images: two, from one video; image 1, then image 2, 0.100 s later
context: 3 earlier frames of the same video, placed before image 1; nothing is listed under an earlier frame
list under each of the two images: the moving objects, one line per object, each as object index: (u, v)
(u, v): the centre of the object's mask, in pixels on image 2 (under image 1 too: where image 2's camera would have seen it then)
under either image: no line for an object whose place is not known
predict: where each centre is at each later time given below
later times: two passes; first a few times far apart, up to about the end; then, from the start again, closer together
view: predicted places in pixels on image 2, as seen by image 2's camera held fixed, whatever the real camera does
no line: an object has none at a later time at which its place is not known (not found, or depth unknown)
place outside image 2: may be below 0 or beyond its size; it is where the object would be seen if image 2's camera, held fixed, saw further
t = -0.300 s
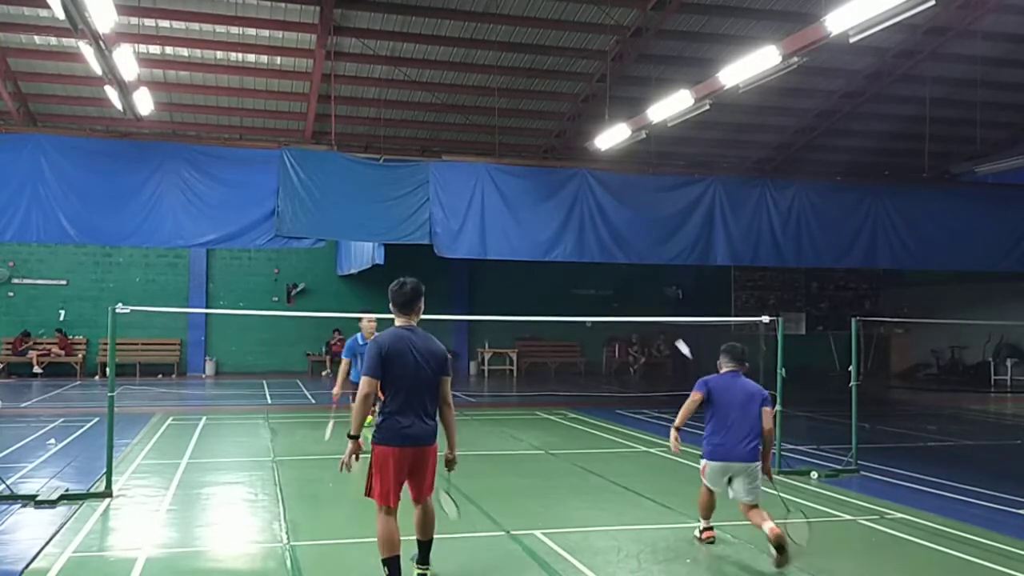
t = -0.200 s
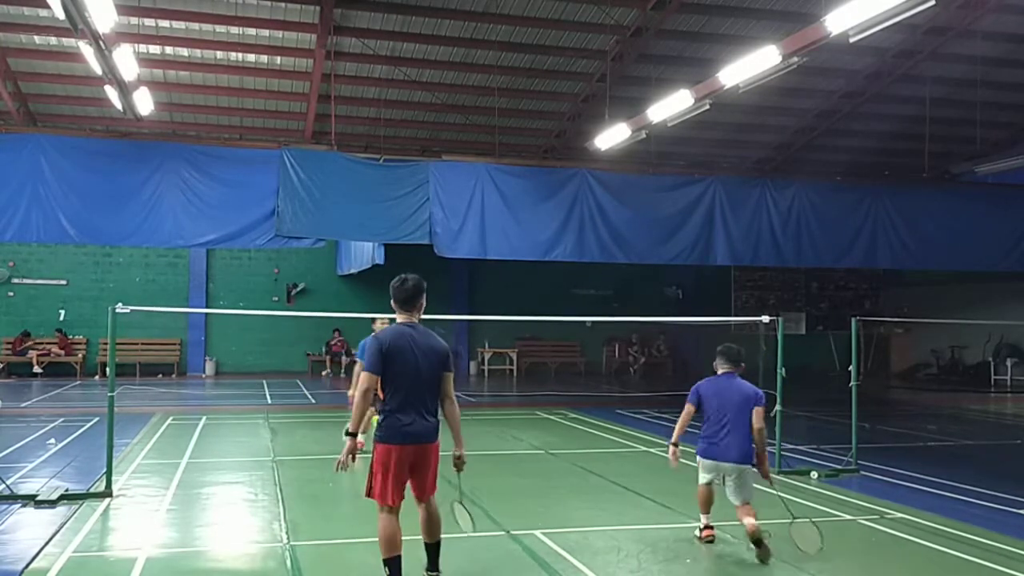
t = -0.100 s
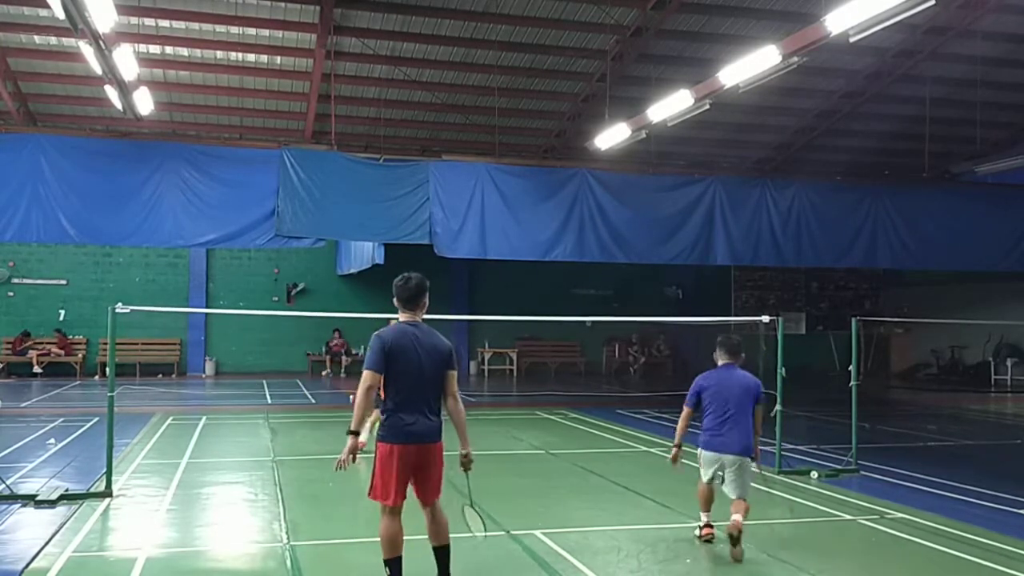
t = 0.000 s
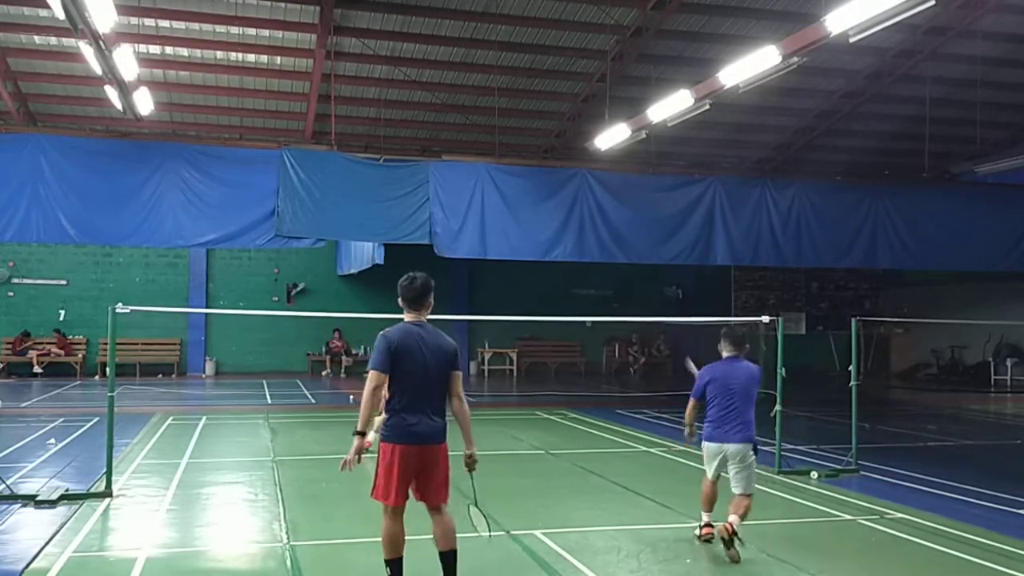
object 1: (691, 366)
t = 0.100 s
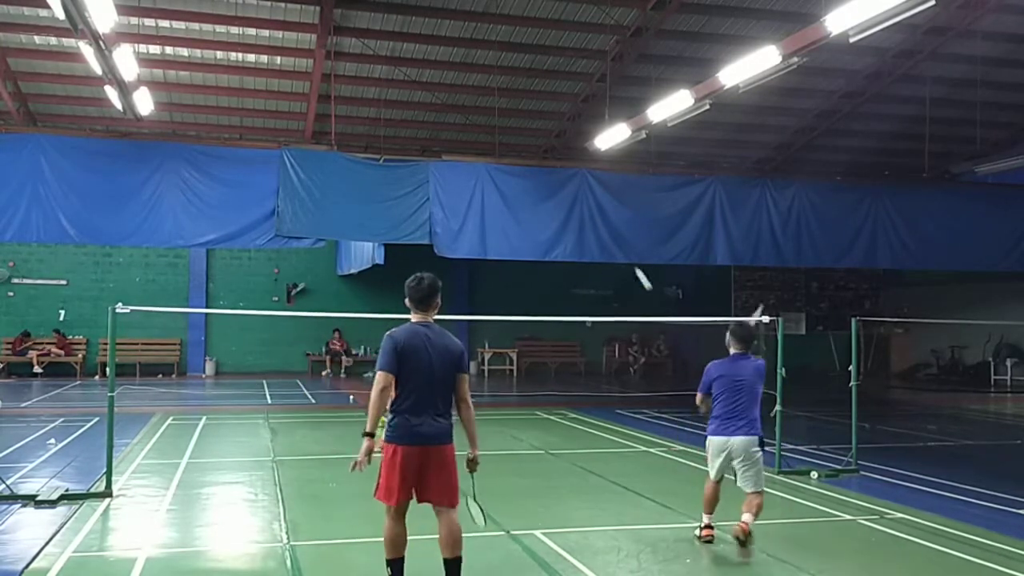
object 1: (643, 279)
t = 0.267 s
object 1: (589, 203)
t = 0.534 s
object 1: (542, 173)
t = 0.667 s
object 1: (526, 180)
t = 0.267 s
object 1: (589, 203)
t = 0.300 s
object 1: (582, 194)
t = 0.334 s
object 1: (574, 187)
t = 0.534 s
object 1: (542, 173)
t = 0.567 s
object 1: (537, 173)
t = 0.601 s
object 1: (533, 175)
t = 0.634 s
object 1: (529, 177)
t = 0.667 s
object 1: (526, 180)
